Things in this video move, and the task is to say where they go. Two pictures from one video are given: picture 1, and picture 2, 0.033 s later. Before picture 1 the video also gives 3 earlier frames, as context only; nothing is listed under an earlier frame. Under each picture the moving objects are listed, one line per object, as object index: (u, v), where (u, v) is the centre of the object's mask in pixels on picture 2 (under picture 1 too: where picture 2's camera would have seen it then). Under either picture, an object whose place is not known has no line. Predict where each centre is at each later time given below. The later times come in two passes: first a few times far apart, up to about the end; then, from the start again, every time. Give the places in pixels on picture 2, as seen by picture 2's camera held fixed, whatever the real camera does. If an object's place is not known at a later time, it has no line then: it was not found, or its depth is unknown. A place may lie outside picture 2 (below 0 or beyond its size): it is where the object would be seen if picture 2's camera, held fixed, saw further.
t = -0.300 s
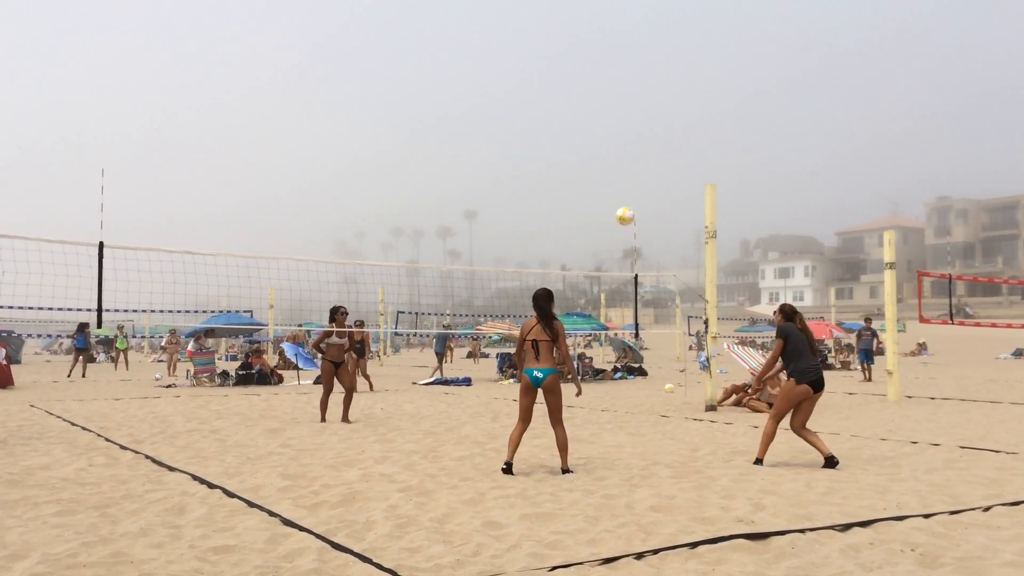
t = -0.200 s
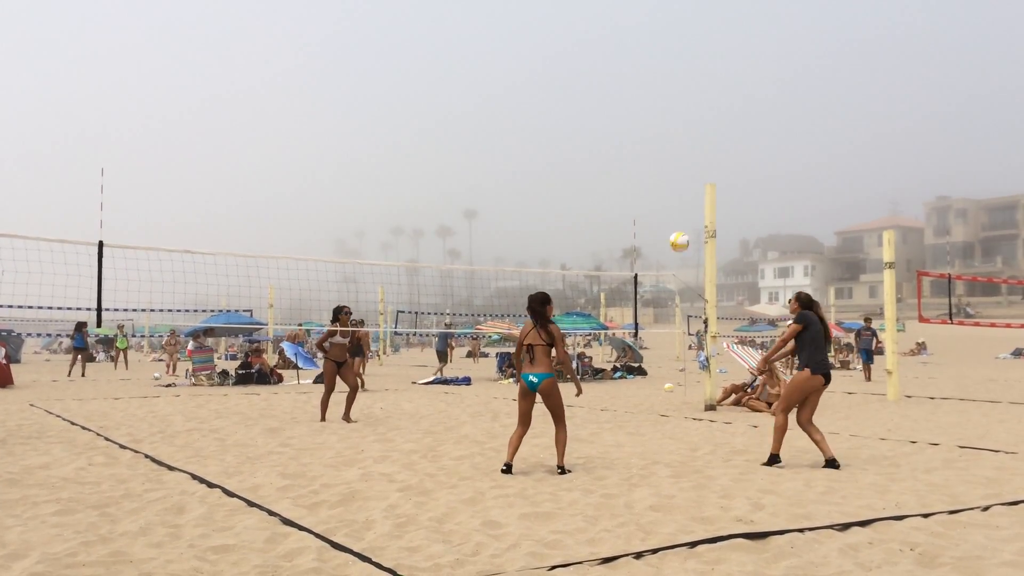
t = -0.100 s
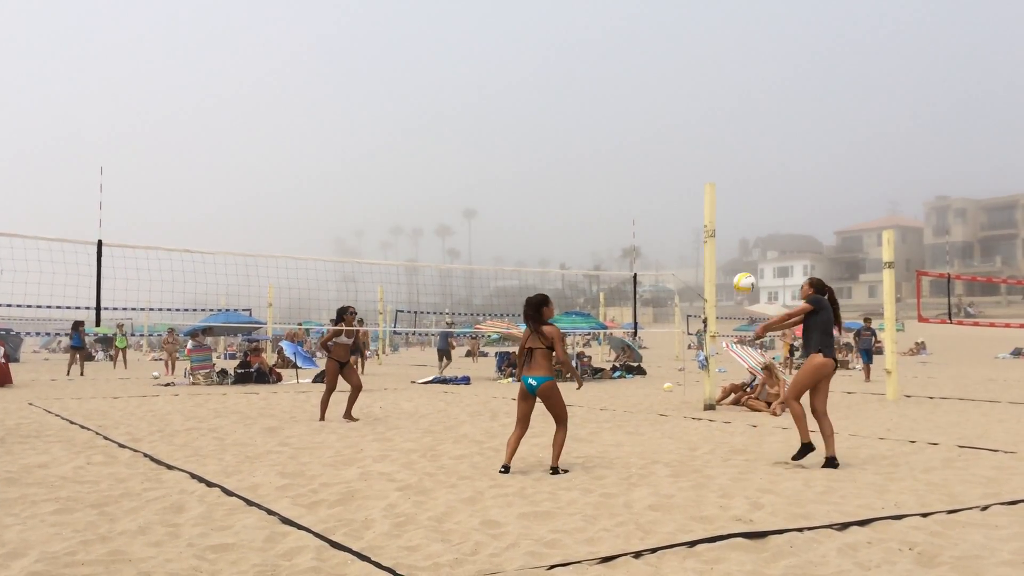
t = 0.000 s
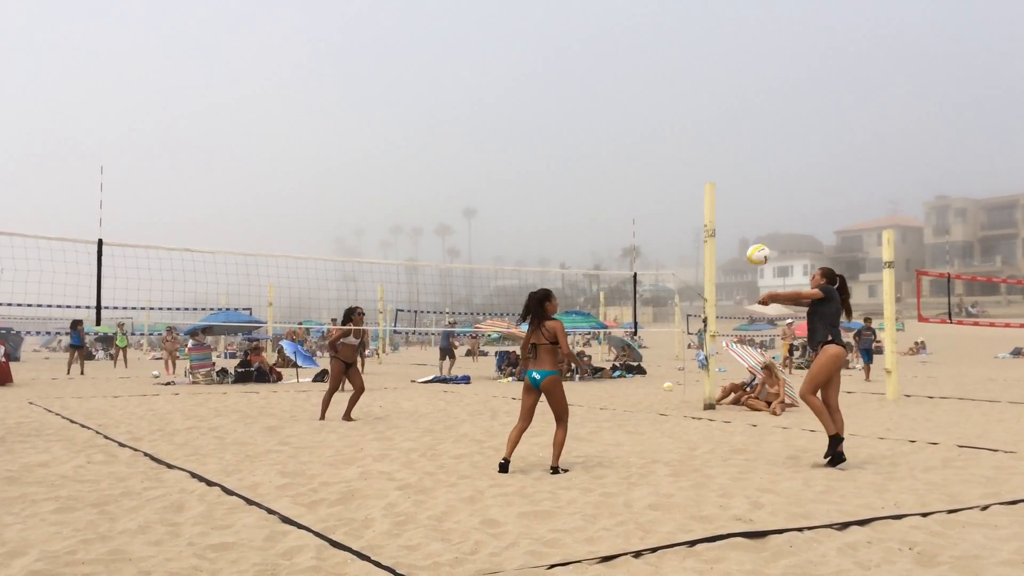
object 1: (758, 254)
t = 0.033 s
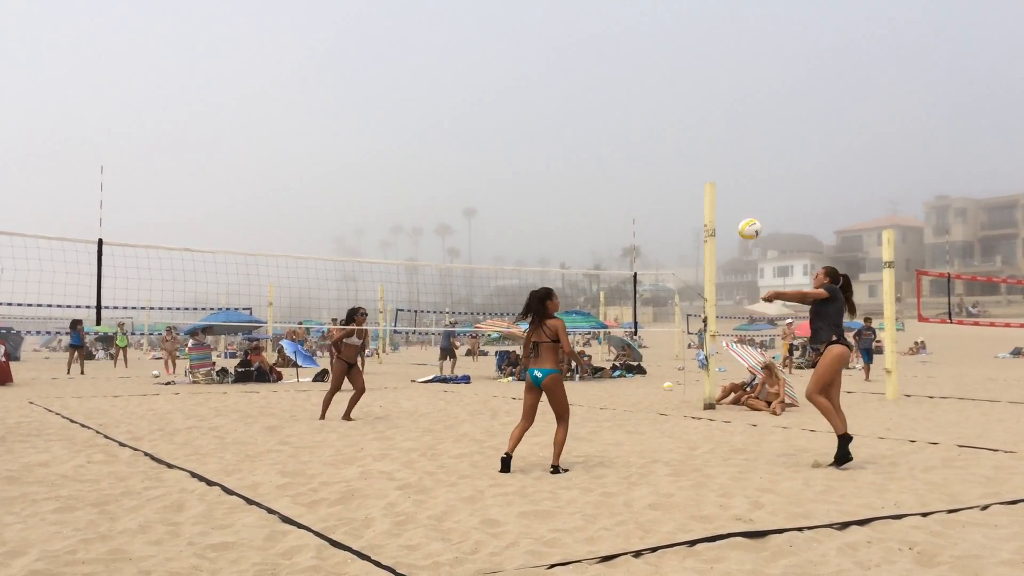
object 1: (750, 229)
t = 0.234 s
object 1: (703, 109)
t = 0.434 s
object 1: (665, 41)
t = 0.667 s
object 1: (627, 13)
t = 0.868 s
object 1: (600, 28)
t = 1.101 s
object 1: (573, 80)
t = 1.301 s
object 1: (553, 152)
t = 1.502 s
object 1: (537, 244)
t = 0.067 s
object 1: (741, 205)
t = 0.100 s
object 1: (733, 183)
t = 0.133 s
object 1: (725, 162)
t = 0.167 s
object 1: (717, 143)
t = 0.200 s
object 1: (710, 126)
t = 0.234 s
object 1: (703, 109)
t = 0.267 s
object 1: (696, 95)
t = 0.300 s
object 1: (689, 82)
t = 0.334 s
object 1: (683, 70)
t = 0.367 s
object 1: (677, 59)
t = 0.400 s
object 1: (671, 49)
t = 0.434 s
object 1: (665, 41)
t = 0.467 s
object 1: (659, 34)
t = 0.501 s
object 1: (653, 28)
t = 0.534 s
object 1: (648, 23)
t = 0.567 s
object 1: (642, 19)
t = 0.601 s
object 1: (637, 16)
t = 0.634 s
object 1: (632, 14)
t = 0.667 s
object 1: (627, 13)
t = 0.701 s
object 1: (622, 14)
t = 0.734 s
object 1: (617, 15)
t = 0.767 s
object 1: (613, 17)
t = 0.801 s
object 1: (608, 20)
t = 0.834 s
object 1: (604, 23)
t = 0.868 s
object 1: (600, 28)
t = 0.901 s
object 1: (595, 33)
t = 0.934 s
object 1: (591, 39)
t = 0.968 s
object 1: (587, 46)
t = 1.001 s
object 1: (583, 53)
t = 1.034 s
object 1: (580, 62)
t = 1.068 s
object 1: (576, 71)
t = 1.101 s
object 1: (573, 80)
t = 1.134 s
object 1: (569, 91)
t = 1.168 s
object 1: (566, 102)
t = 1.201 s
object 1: (562, 113)
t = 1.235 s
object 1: (559, 126)
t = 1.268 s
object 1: (557, 138)
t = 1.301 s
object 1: (553, 152)
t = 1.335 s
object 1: (551, 166)
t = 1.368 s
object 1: (548, 181)
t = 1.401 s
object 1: (545, 196)
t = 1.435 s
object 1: (543, 212)
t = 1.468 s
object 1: (540, 228)
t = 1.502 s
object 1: (537, 244)
